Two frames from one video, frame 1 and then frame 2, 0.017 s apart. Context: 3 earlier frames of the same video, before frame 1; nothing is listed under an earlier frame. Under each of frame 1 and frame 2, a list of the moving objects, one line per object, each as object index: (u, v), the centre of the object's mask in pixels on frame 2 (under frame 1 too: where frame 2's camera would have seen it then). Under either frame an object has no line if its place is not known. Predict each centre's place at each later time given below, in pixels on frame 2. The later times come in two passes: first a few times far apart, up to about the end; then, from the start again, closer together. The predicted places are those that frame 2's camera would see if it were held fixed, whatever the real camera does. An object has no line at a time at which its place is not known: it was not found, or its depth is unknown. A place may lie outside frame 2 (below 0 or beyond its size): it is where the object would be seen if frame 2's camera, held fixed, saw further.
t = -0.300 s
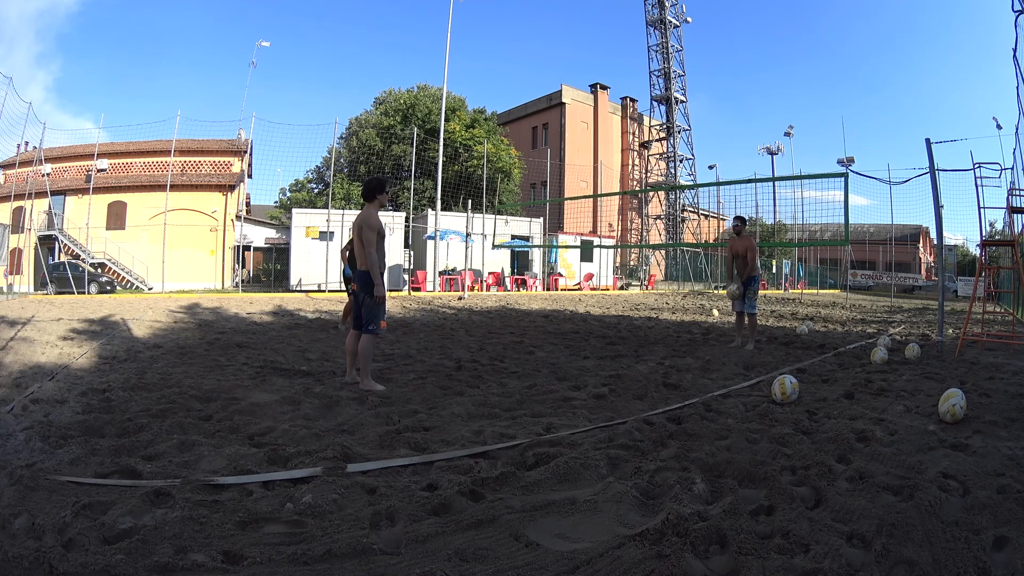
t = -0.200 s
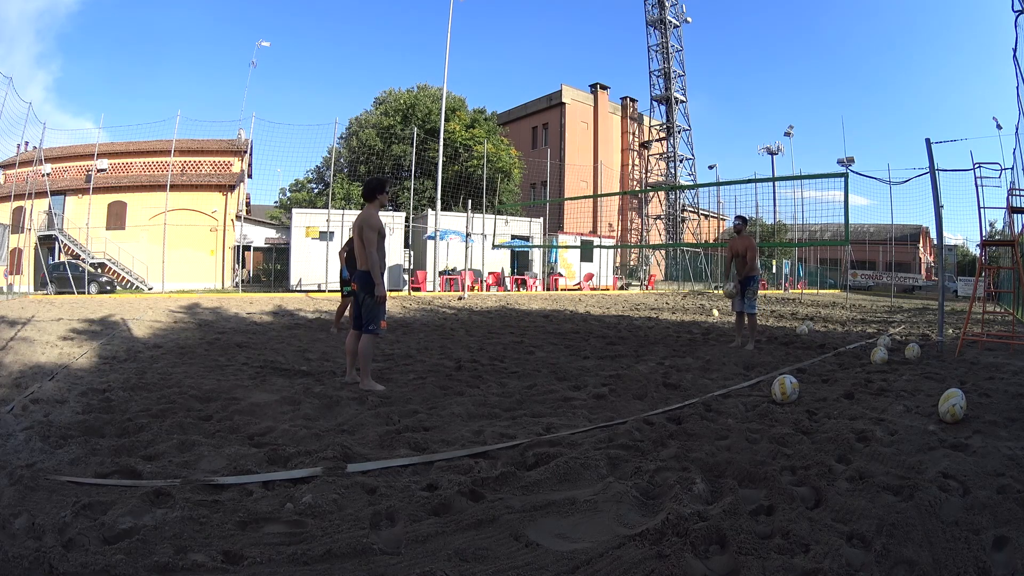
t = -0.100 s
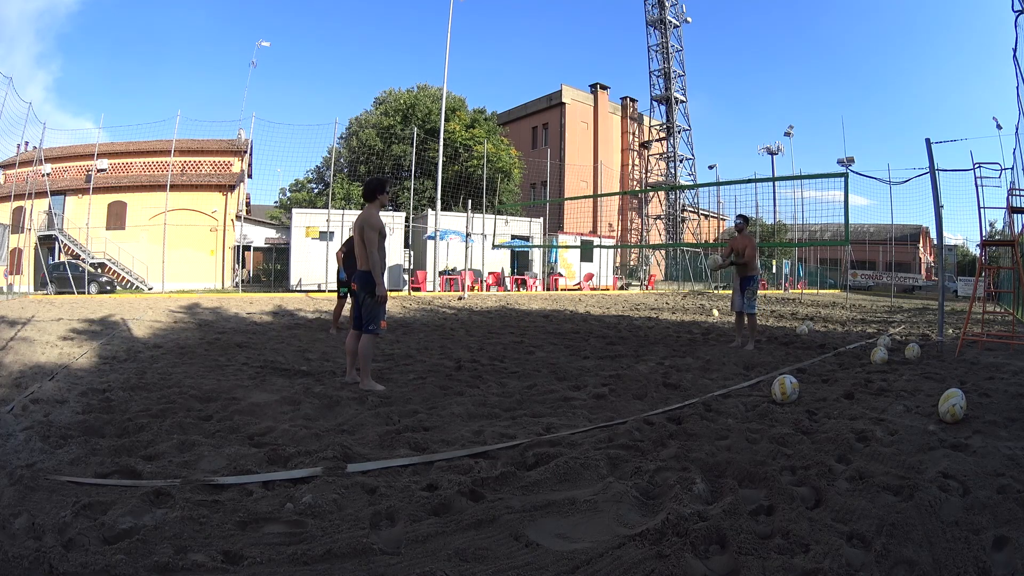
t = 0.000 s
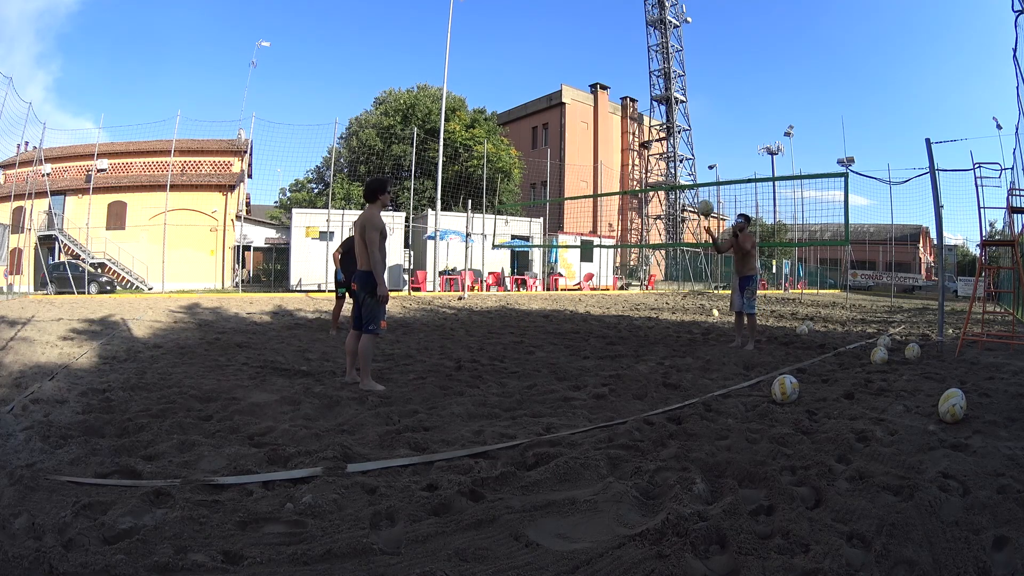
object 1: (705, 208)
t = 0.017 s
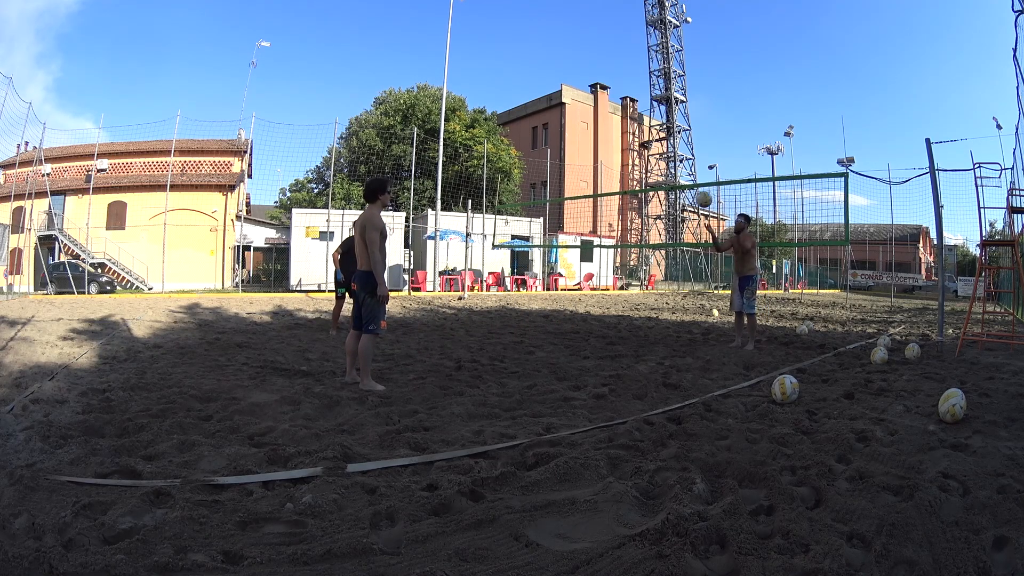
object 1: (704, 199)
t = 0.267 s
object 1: (676, 99)
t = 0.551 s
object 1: (643, 45)
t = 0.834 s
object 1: (610, 46)
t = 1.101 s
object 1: (578, 104)
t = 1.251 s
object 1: (557, 169)
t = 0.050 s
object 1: (700, 183)
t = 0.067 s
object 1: (699, 175)
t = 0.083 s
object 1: (697, 167)
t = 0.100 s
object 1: (695, 160)
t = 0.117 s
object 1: (693, 153)
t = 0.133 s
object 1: (691, 146)
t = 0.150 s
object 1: (690, 139)
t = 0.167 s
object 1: (688, 133)
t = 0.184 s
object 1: (686, 127)
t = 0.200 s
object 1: (684, 121)
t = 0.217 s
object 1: (682, 115)
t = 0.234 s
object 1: (680, 109)
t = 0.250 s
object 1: (678, 104)
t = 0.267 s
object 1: (676, 99)
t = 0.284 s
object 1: (674, 94)
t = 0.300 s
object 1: (672, 90)
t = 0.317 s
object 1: (670, 85)
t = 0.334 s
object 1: (668, 81)
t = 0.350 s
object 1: (666, 77)
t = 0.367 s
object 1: (664, 73)
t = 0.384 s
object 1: (662, 70)
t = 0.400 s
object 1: (660, 66)
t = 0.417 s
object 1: (658, 63)
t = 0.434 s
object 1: (656, 60)
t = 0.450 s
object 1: (654, 57)
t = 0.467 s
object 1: (652, 55)
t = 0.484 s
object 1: (650, 52)
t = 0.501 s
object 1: (648, 50)
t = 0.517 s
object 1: (647, 48)
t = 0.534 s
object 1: (644, 46)
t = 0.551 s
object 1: (643, 45)
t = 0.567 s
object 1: (641, 43)
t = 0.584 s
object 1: (639, 42)
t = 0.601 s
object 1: (637, 41)
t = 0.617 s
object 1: (635, 40)
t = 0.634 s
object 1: (633, 39)
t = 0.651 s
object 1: (631, 39)
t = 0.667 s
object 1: (629, 38)
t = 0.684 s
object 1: (627, 38)
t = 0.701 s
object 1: (625, 38)
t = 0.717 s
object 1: (624, 39)
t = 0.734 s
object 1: (621, 39)
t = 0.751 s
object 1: (620, 40)
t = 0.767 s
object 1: (618, 40)
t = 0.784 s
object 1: (616, 42)
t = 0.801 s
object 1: (614, 43)
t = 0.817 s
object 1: (612, 44)
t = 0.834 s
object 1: (610, 46)
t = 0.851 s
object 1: (608, 48)
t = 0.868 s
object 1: (606, 50)
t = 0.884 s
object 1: (604, 52)
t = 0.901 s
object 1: (602, 54)
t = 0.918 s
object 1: (600, 57)
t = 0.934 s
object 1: (598, 60)
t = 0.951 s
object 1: (596, 63)
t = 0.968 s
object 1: (594, 67)
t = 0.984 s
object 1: (592, 71)
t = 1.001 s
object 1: (590, 75)
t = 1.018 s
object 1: (588, 79)
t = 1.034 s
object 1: (586, 83)
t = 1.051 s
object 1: (584, 88)
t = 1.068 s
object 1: (582, 93)
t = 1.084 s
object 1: (580, 99)
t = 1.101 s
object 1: (578, 104)
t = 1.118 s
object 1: (576, 110)
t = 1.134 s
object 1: (573, 116)
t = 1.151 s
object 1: (571, 123)
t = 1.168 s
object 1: (569, 130)
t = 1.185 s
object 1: (567, 137)
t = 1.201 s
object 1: (564, 145)
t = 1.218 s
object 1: (562, 153)
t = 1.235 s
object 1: (560, 161)
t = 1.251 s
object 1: (557, 169)
